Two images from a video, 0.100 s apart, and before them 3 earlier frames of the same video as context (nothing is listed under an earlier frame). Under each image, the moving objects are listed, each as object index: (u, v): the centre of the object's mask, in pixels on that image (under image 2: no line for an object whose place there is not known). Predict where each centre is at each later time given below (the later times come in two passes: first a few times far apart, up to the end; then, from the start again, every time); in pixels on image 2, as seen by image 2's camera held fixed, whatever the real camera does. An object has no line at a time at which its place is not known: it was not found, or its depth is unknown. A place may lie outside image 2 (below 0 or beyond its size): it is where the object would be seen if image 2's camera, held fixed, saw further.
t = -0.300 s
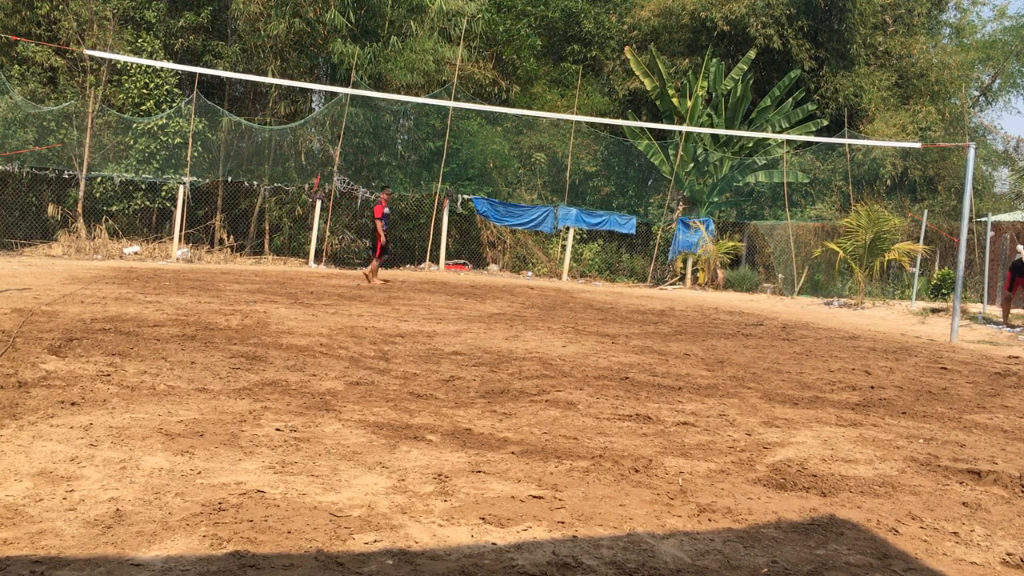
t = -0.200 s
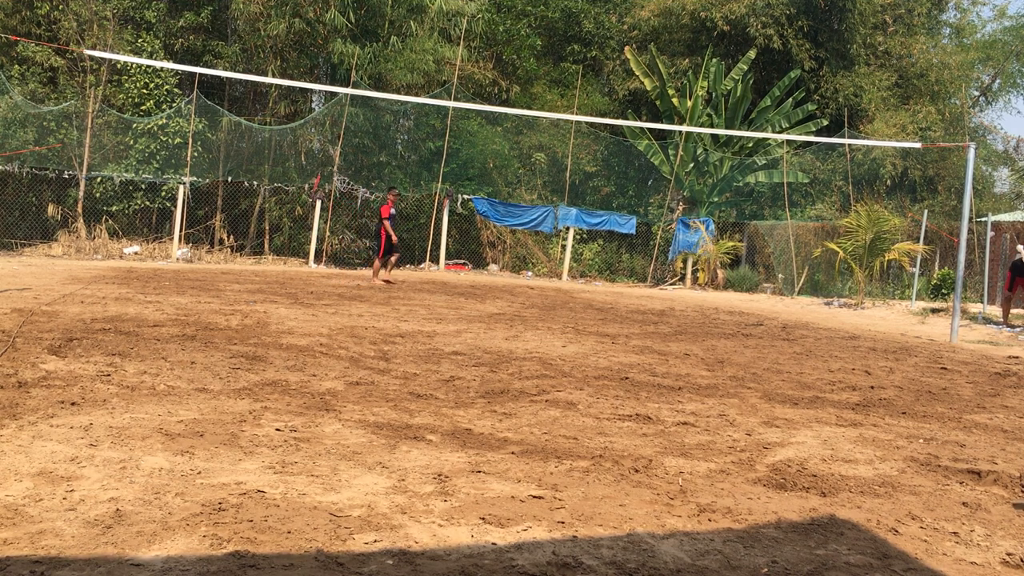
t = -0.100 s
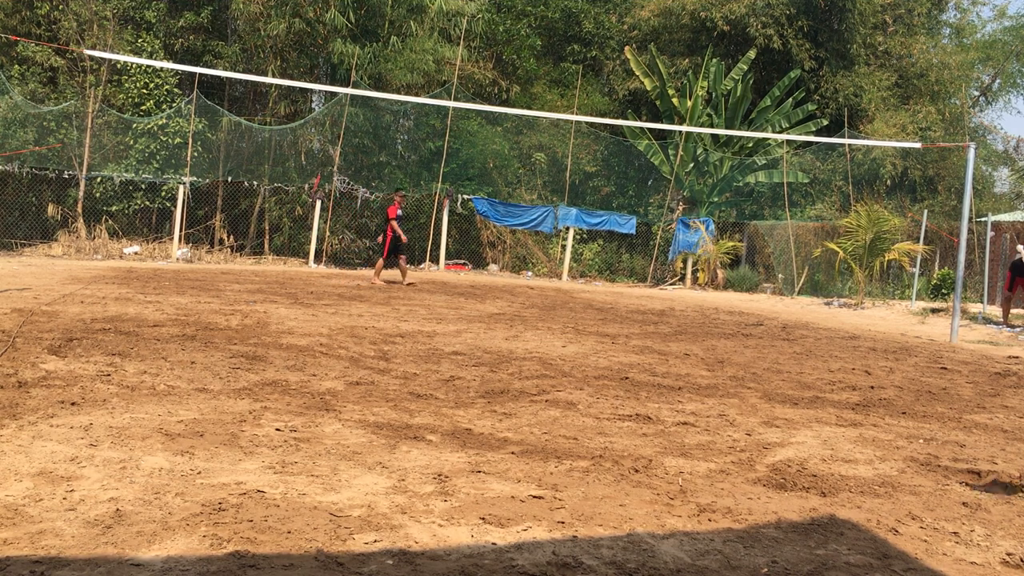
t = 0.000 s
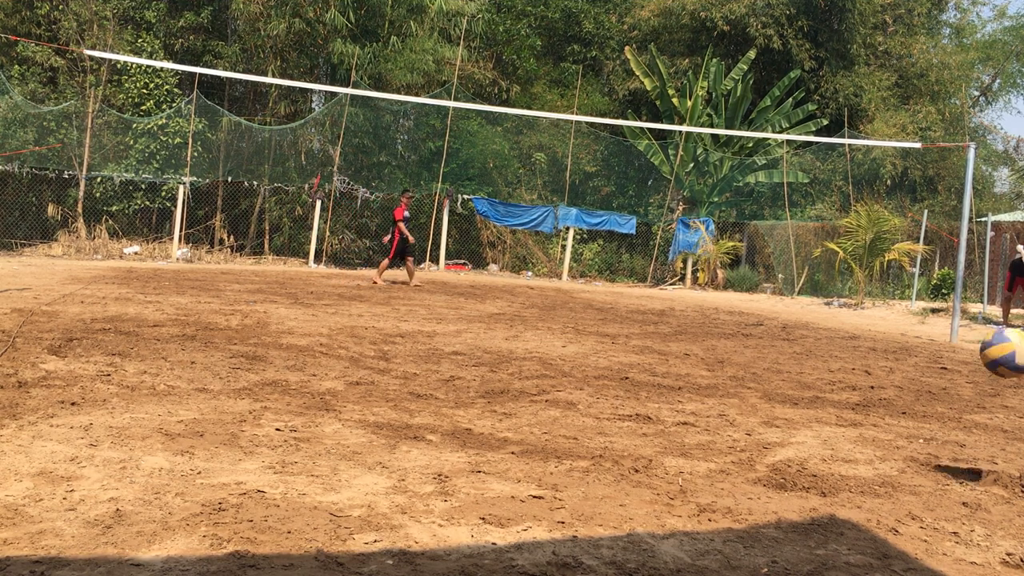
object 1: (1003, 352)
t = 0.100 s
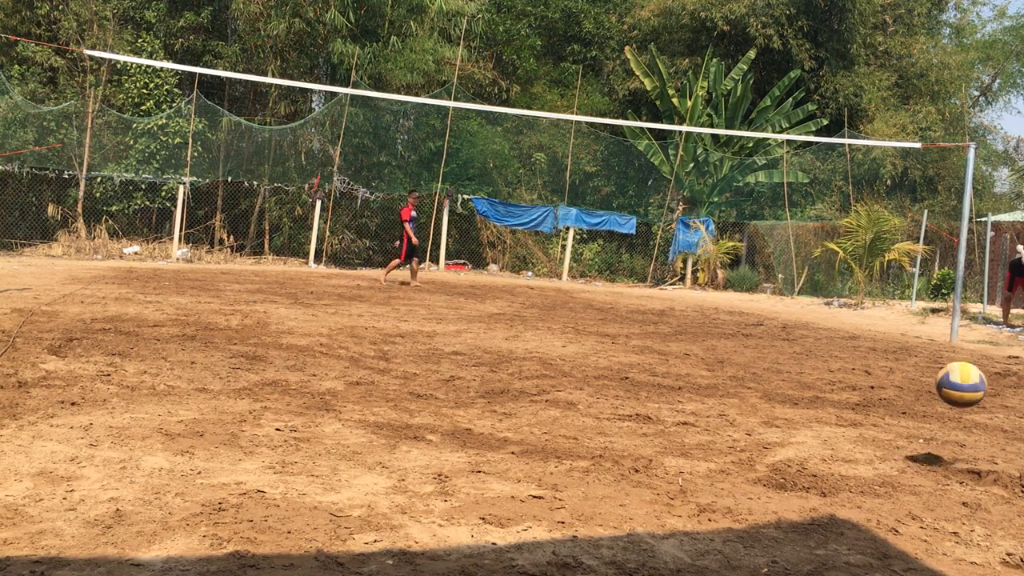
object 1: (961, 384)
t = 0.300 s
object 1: (882, 407)
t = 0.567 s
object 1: (800, 393)
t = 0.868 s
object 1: (732, 370)
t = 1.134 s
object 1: (688, 356)
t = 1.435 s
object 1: (655, 340)
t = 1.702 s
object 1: (637, 336)
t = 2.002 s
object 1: (621, 329)
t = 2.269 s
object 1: (609, 321)
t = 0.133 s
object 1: (947, 399)
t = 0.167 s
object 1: (933, 415)
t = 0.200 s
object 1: (920, 432)
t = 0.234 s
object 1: (906, 425)
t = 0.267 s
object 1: (894, 415)
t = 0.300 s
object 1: (882, 407)
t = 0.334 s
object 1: (870, 402)
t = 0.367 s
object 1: (859, 398)
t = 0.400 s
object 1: (848, 398)
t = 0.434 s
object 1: (837, 398)
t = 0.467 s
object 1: (827, 402)
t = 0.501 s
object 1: (818, 401)
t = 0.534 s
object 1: (809, 396)
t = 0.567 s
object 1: (800, 393)
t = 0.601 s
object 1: (792, 391)
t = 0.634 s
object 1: (783, 388)
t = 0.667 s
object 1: (775, 384)
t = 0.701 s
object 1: (767, 381)
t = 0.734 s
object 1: (760, 378)
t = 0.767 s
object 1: (752, 377)
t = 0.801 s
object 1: (746, 375)
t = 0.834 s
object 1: (739, 372)
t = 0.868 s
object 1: (732, 370)
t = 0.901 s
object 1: (726, 369)
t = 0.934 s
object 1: (720, 366)
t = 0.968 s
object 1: (714, 364)
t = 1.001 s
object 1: (708, 363)
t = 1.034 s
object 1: (703, 362)
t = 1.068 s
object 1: (697, 358)
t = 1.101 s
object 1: (693, 358)
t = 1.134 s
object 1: (688, 356)
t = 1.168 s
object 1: (683, 354)
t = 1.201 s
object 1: (679, 352)
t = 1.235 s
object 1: (675, 351)
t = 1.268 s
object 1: (671, 350)
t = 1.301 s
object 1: (668, 348)
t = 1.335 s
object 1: (665, 344)
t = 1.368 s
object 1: (661, 341)
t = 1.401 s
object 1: (659, 340)
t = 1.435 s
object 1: (655, 340)
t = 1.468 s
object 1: (653, 341)
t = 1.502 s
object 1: (649, 343)
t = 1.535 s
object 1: (647, 340)
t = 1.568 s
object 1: (645, 337)
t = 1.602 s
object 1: (643, 336)
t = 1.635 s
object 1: (641, 336)
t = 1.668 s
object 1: (638, 336)
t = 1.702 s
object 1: (637, 336)
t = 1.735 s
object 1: (635, 332)
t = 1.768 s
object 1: (633, 330)
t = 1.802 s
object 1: (632, 329)
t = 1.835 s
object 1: (630, 329)
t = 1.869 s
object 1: (628, 329)
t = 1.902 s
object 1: (627, 332)
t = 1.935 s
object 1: (625, 332)
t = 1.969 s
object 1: (623, 330)
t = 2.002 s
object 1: (621, 329)
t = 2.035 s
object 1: (619, 329)
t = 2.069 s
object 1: (617, 329)
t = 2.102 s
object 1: (616, 329)
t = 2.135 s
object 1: (614, 328)
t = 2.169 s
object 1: (613, 326)
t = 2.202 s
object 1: (612, 323)
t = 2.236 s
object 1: (610, 321)
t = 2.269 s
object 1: (609, 321)
